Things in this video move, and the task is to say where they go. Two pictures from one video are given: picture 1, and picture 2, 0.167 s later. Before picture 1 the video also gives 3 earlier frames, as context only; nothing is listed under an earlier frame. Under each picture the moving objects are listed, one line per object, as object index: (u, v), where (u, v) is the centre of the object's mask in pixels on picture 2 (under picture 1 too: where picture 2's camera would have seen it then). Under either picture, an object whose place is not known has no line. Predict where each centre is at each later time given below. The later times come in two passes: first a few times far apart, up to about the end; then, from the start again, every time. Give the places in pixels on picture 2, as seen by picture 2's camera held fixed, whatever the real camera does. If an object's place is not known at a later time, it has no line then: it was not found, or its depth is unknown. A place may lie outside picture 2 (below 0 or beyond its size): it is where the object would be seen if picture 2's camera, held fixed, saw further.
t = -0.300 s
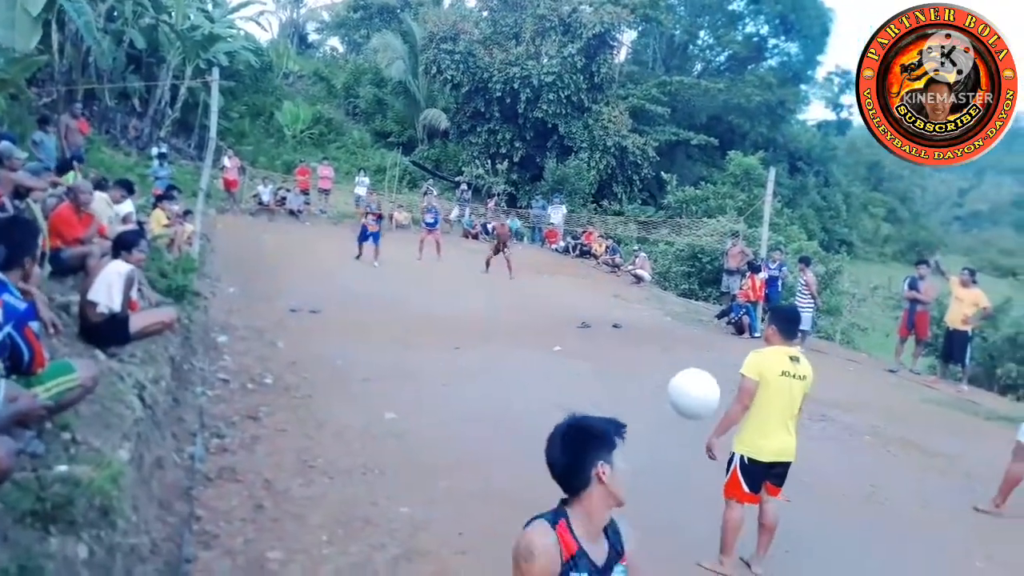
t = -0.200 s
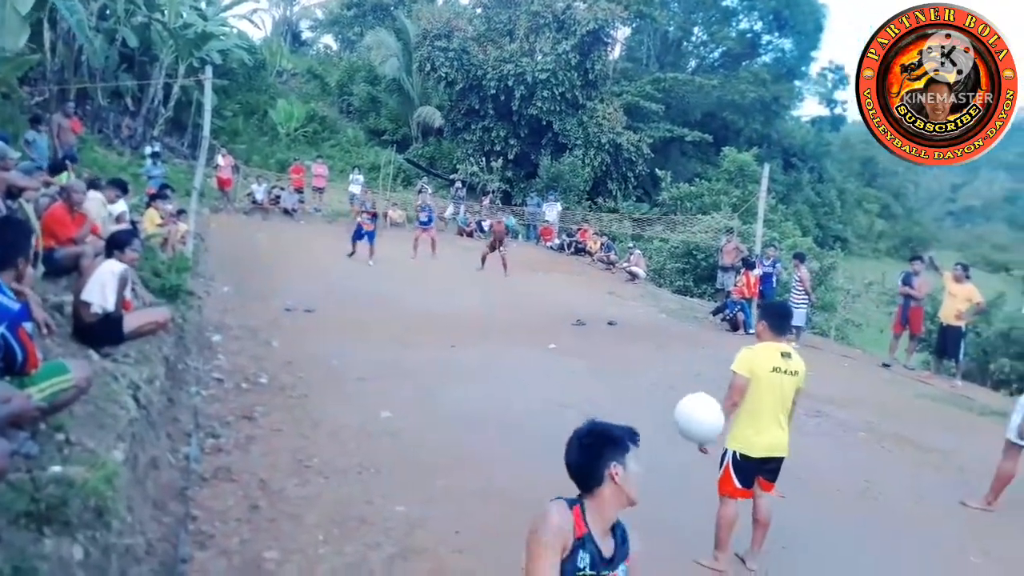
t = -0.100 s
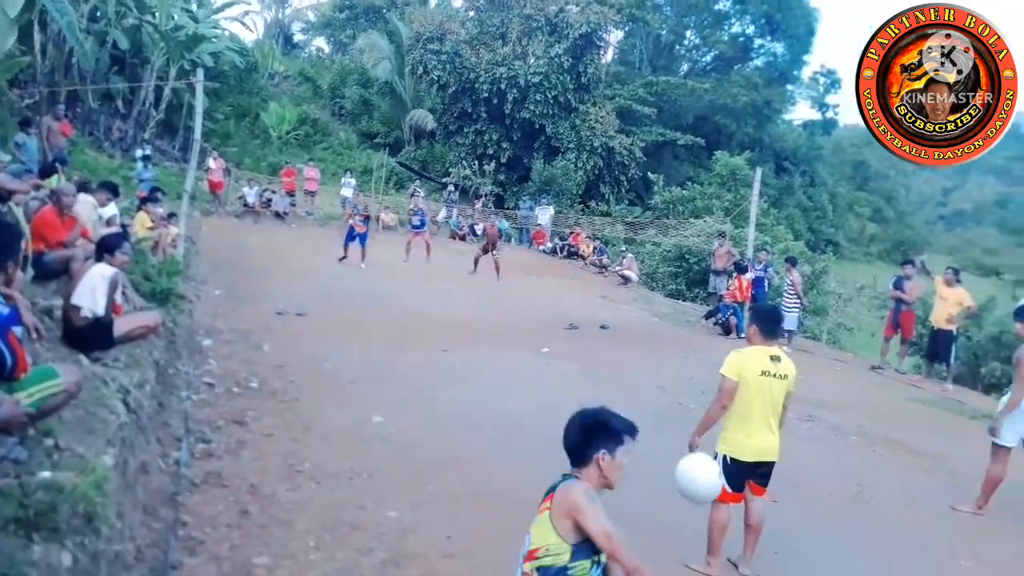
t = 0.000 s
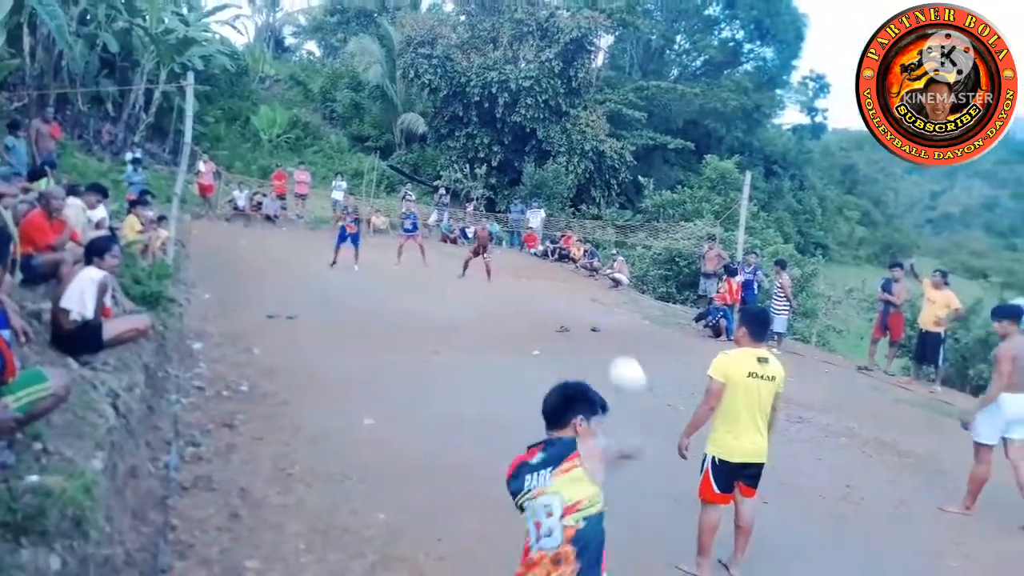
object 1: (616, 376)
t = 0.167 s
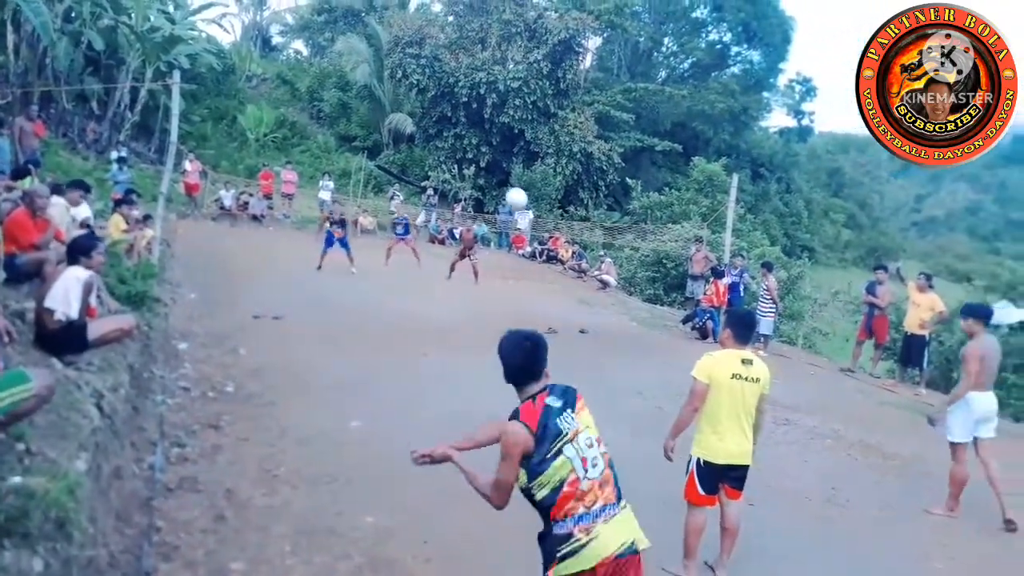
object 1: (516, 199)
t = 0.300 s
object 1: (479, 155)
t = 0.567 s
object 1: (436, 150)
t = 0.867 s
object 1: (410, 192)
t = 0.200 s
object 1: (505, 183)
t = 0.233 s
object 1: (495, 171)
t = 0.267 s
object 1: (487, 162)
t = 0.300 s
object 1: (479, 155)
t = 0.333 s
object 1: (472, 150)
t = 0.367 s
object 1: (466, 147)
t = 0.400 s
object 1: (459, 146)
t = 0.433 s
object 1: (453, 145)
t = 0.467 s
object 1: (449, 145)
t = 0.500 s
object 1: (444, 146)
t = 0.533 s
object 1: (440, 148)
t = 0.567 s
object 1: (436, 150)
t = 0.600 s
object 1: (433, 153)
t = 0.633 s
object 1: (429, 157)
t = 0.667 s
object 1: (426, 161)
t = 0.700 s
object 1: (424, 165)
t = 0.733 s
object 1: (421, 170)
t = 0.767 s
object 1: (418, 175)
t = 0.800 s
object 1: (415, 180)
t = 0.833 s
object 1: (413, 186)
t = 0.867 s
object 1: (410, 192)
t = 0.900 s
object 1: (408, 197)
